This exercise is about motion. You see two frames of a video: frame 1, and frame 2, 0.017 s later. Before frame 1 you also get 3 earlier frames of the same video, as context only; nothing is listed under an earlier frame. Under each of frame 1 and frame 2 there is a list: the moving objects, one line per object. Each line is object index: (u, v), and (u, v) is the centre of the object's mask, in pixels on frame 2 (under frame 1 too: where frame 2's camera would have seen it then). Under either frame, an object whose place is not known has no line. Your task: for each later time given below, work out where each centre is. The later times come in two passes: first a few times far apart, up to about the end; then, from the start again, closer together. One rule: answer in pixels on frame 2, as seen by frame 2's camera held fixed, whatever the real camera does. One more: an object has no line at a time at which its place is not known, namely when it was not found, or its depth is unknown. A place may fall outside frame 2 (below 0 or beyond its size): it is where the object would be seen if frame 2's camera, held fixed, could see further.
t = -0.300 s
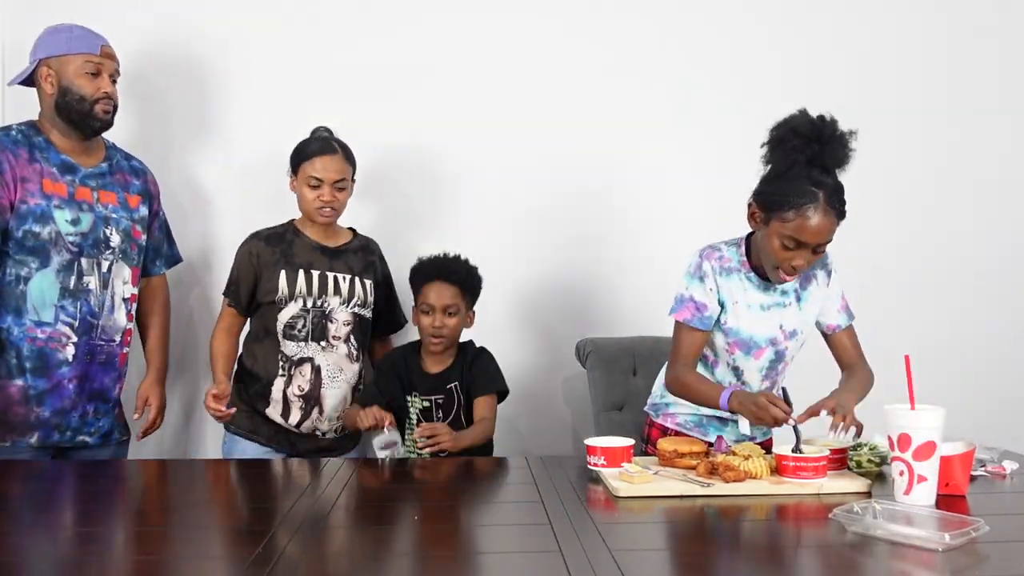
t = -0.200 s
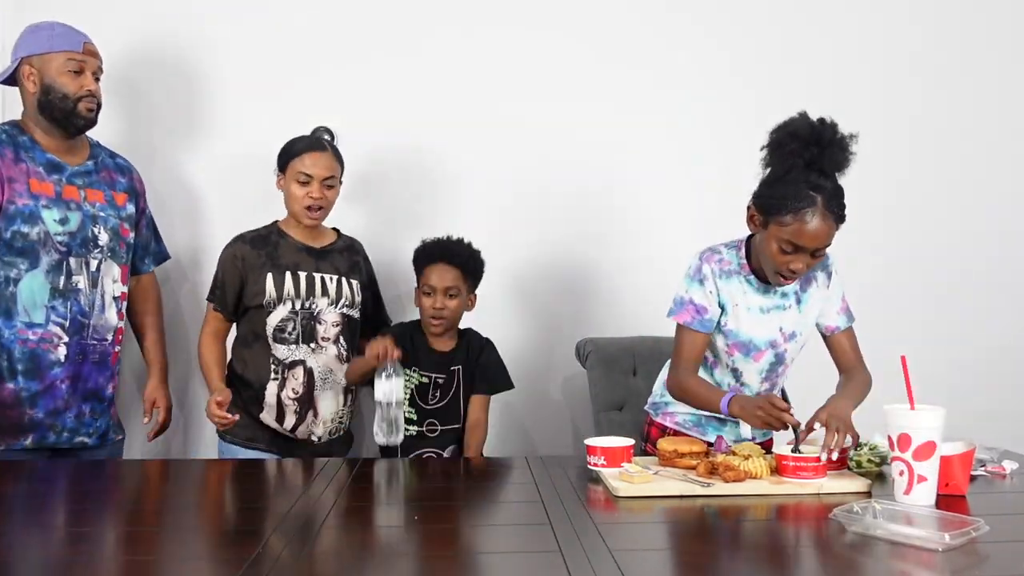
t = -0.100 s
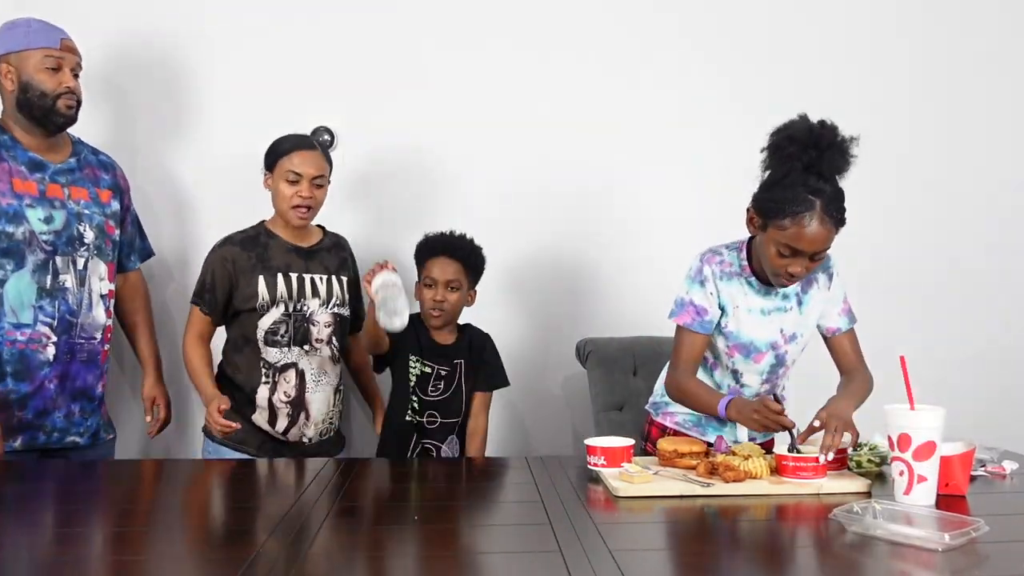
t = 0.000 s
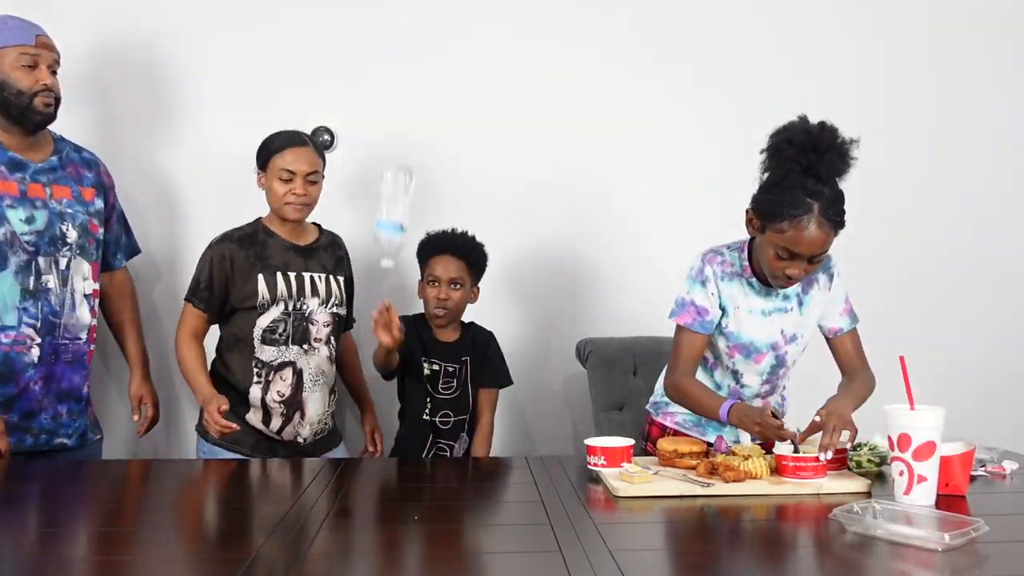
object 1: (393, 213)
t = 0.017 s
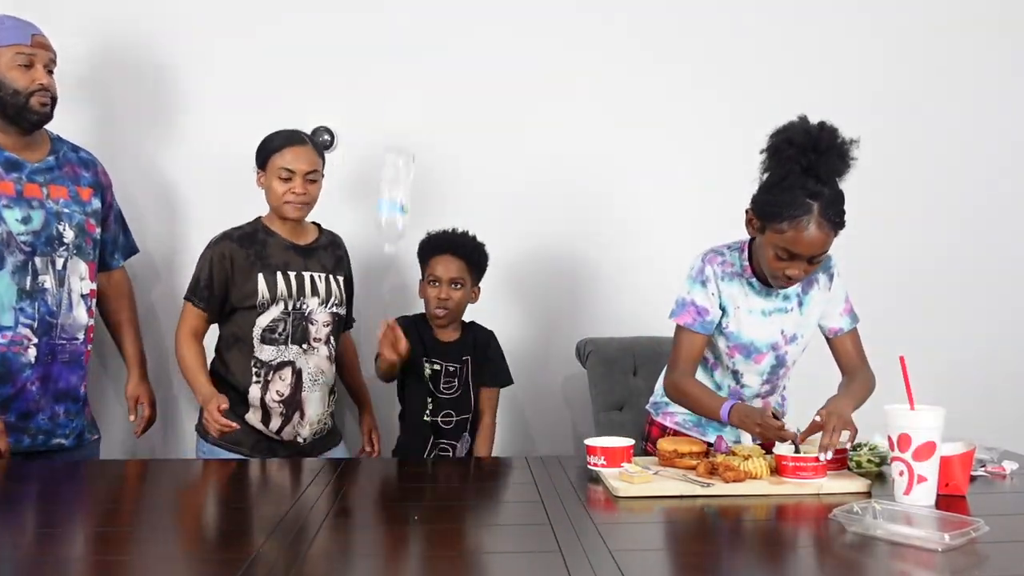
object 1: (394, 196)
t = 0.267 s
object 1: (411, 78)
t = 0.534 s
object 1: (431, 388)
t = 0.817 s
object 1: (467, 502)
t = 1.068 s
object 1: (465, 503)
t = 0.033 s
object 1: (396, 171)
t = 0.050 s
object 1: (396, 160)
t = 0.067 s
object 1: (396, 141)
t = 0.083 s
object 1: (398, 127)
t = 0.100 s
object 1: (400, 112)
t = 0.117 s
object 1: (401, 106)
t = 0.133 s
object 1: (403, 95)
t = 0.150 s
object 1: (404, 88)
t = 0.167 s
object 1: (405, 81)
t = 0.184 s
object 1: (405, 76)
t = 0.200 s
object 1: (406, 72)
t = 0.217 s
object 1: (407, 71)
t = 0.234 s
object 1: (408, 71)
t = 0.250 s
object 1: (410, 74)
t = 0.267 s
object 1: (411, 78)
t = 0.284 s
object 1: (412, 81)
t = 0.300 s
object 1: (413, 87)
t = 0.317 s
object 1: (415, 94)
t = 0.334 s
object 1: (416, 105)
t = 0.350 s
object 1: (417, 118)
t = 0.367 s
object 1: (418, 137)
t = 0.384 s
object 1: (419, 151)
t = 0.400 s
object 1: (421, 168)
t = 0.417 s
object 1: (422, 193)
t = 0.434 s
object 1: (423, 216)
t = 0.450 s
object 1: (424, 242)
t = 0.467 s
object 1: (426, 268)
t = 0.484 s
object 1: (428, 293)
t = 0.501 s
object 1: (429, 319)
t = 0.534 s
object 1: (431, 388)
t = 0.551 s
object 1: (431, 426)
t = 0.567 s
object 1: (433, 457)
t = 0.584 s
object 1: (438, 453)
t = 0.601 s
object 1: (440, 453)
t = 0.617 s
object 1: (442, 456)
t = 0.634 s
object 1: (444, 459)
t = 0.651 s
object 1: (446, 461)
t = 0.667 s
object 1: (450, 466)
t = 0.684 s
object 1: (454, 472)
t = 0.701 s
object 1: (458, 480)
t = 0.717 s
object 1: (462, 491)
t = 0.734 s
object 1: (461, 501)
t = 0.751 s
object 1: (463, 499)
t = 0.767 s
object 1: (466, 500)
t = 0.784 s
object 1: (467, 501)
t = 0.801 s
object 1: (468, 502)
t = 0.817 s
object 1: (467, 502)
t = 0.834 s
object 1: (467, 502)
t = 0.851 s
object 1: (467, 503)
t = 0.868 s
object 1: (466, 503)
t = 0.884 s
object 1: (466, 503)
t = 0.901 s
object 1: (465, 503)
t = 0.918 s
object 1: (465, 503)
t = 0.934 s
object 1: (465, 503)
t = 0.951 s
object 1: (465, 503)
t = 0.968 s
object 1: (465, 503)
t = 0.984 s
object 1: (465, 503)
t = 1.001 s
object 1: (465, 503)
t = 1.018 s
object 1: (466, 503)
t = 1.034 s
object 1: (466, 503)
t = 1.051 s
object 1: (466, 503)
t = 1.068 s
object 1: (465, 503)
